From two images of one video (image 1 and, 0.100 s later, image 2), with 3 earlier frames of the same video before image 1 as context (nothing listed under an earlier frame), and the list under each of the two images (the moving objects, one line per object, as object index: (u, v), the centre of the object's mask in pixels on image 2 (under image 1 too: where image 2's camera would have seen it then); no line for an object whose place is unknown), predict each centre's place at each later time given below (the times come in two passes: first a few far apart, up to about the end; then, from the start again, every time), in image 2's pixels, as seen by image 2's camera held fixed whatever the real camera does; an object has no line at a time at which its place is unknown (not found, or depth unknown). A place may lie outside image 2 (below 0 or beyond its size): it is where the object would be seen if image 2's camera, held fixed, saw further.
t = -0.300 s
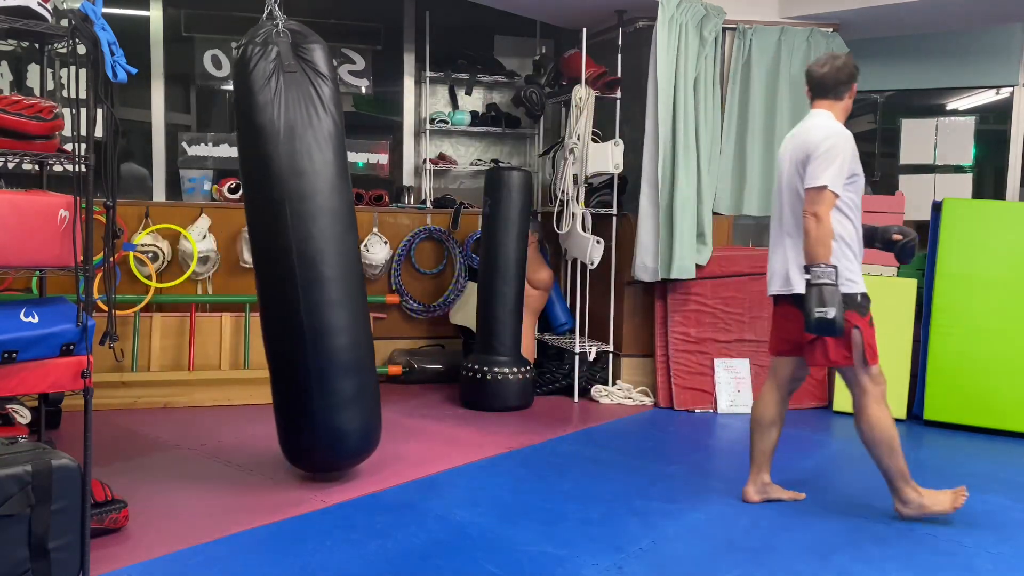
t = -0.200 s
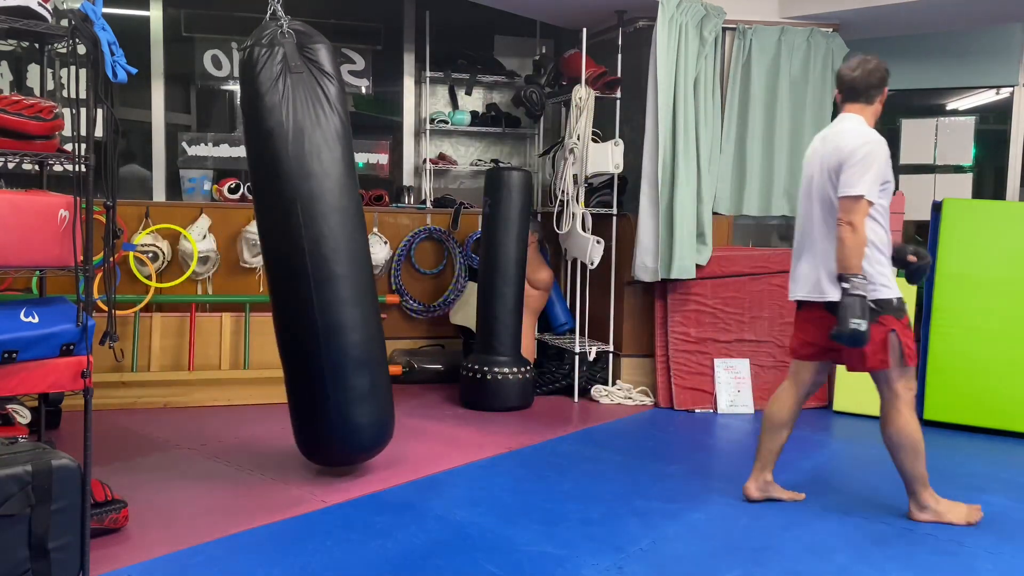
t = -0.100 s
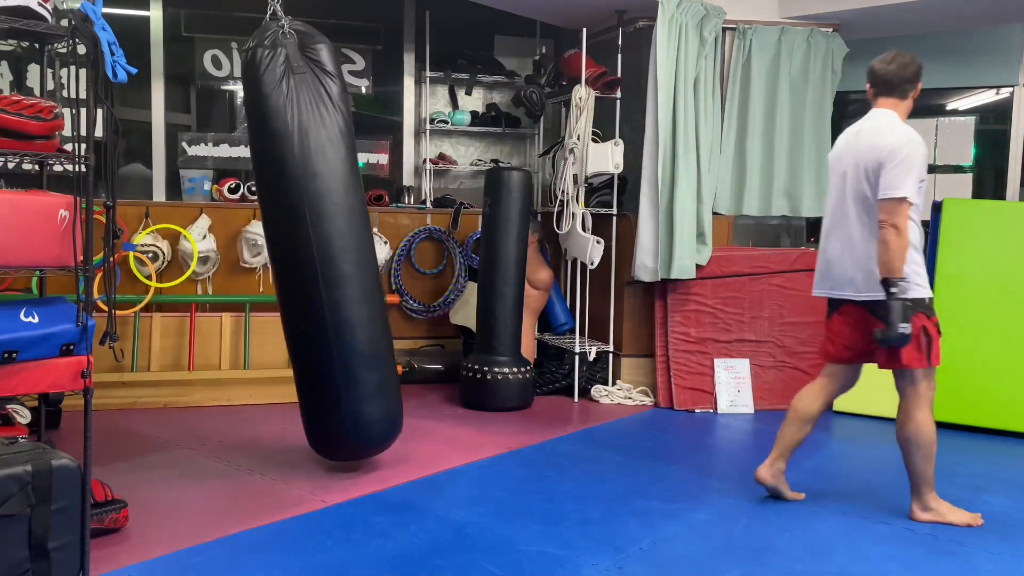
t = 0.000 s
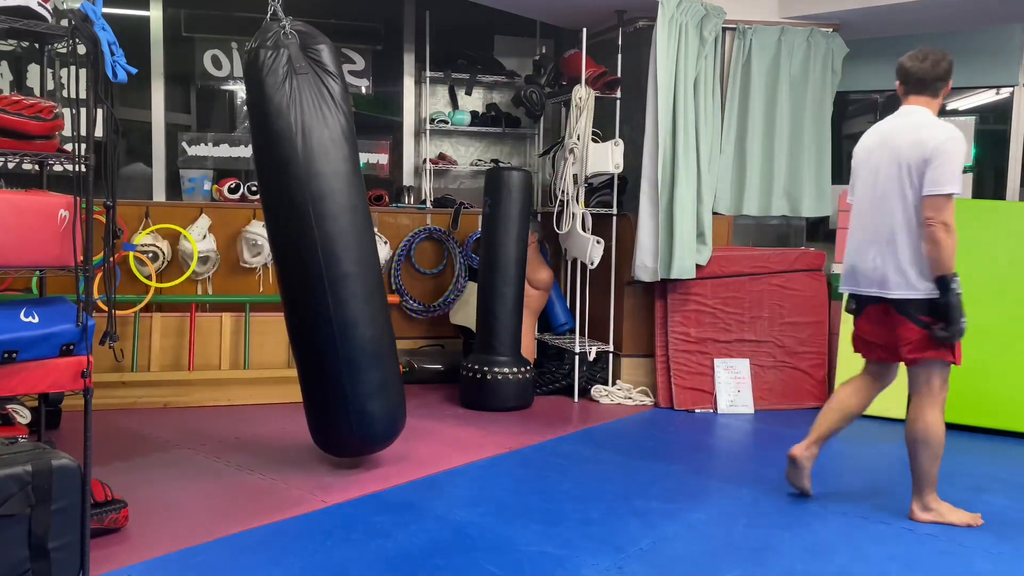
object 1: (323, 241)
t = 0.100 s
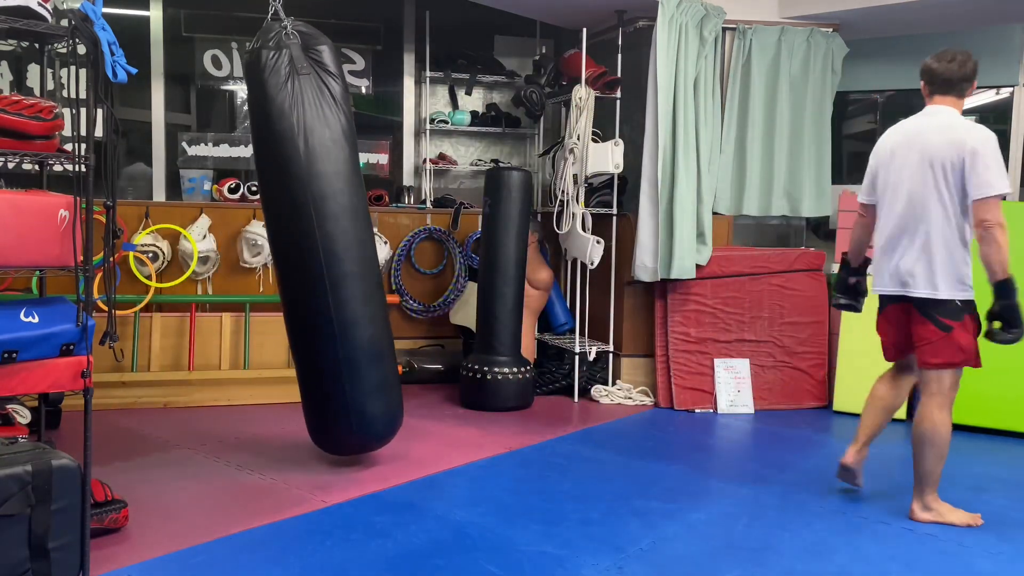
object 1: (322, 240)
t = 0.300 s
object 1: (310, 242)
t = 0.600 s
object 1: (273, 251)
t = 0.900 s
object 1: (229, 255)
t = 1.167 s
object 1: (204, 258)
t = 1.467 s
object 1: (210, 260)
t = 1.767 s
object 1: (249, 260)
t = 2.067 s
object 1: (295, 254)
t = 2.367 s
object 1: (319, 242)
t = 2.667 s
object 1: (314, 239)
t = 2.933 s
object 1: (288, 244)
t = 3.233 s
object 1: (244, 252)
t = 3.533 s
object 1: (209, 255)
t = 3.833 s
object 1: (204, 258)
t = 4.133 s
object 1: (234, 260)
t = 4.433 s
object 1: (280, 256)
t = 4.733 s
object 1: (313, 245)
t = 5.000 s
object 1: (318, 239)
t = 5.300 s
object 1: (298, 242)
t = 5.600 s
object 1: (258, 250)
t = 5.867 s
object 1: (222, 255)
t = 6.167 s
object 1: (203, 258)
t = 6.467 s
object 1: (220, 261)
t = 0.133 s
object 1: (321, 240)
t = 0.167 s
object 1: (320, 240)
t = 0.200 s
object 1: (318, 241)
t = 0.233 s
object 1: (316, 241)
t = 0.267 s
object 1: (313, 242)
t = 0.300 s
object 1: (310, 242)
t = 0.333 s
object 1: (307, 243)
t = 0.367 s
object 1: (304, 244)
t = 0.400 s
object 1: (300, 245)
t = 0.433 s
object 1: (297, 246)
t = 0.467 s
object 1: (292, 247)
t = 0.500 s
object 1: (288, 248)
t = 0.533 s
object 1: (283, 248)
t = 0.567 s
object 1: (278, 250)
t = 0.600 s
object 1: (273, 251)
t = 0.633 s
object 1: (268, 251)
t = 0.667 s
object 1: (263, 252)
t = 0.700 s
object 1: (258, 252)
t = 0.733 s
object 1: (253, 253)
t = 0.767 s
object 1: (248, 254)
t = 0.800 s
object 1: (243, 254)
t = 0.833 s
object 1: (238, 255)
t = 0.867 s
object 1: (233, 255)
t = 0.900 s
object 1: (229, 255)
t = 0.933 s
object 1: (224, 256)
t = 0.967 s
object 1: (220, 256)
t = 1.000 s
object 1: (217, 256)
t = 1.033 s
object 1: (214, 257)
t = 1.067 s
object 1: (211, 257)
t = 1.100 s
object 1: (208, 257)
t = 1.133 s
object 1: (206, 258)
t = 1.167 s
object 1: (204, 258)
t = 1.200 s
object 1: (203, 258)
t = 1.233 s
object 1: (202, 258)
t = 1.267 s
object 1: (202, 258)
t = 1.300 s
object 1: (202, 259)
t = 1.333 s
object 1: (203, 259)
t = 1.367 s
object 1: (204, 259)
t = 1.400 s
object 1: (206, 260)
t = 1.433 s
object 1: (208, 260)
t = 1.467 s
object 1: (210, 260)
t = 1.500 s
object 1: (213, 260)
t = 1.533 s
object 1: (217, 260)
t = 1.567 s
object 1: (220, 261)
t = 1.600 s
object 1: (224, 261)
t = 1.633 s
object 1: (229, 261)
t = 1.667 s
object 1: (234, 261)
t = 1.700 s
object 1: (239, 261)
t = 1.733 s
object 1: (244, 260)
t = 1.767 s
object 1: (249, 260)
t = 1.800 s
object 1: (254, 260)
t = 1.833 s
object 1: (259, 260)
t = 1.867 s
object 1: (265, 259)
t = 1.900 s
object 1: (270, 259)
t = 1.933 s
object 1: (275, 258)
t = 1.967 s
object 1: (281, 257)
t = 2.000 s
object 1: (285, 256)
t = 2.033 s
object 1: (290, 255)
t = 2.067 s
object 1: (295, 254)
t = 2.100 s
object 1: (298, 252)
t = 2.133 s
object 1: (302, 251)
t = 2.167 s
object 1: (305, 249)
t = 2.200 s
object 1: (308, 248)
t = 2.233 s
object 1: (311, 246)
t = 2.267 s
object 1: (314, 245)
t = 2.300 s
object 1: (316, 244)
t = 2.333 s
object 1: (318, 242)
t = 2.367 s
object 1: (319, 242)
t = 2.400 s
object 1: (320, 241)
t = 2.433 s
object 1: (320, 240)
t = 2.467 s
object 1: (320, 239)
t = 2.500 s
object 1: (320, 239)
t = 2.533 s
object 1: (319, 239)
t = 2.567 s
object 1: (319, 238)
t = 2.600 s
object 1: (317, 238)
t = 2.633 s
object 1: (316, 239)
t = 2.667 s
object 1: (314, 239)
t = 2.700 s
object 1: (312, 239)
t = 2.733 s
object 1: (309, 240)
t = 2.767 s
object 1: (306, 241)
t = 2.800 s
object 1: (303, 241)
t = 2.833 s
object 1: (299, 241)
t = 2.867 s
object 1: (296, 242)
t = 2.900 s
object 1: (292, 243)
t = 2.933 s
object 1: (288, 244)
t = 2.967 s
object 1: (284, 245)
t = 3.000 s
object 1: (279, 246)
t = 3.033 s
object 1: (274, 248)
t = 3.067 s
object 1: (269, 249)
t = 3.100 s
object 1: (264, 250)
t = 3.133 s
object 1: (259, 250)
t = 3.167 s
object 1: (254, 251)
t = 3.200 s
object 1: (249, 251)
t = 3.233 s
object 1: (244, 252)
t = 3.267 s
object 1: (240, 253)
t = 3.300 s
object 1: (235, 253)
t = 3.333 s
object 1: (230, 254)
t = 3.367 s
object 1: (226, 254)
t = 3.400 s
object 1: (222, 254)
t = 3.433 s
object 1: (218, 254)
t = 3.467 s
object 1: (215, 254)
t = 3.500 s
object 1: (212, 254)
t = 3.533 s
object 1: (209, 255)
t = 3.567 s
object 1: (206, 256)
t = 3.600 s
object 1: (205, 256)
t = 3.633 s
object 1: (203, 256)
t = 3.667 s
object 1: (202, 256)
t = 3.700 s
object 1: (201, 257)
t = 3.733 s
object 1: (201, 257)
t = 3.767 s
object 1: (201, 258)
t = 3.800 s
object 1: (202, 258)
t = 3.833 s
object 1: (204, 258)
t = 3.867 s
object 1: (205, 258)
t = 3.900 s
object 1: (208, 259)
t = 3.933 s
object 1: (210, 259)
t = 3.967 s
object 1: (214, 260)
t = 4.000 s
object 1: (217, 260)
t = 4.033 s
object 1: (221, 260)
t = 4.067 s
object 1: (225, 260)
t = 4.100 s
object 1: (230, 260)
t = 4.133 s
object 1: (234, 260)
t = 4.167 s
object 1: (239, 260)
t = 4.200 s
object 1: (244, 260)
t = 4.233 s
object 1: (250, 260)
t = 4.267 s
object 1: (255, 259)
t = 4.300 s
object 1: (260, 260)
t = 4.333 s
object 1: (265, 259)
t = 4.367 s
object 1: (270, 259)
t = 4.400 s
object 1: (275, 258)
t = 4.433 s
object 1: (280, 256)
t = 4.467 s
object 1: (285, 255)
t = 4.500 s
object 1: (290, 254)
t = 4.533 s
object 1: (294, 253)
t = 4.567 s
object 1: (298, 251)
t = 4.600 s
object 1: (302, 250)
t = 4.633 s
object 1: (305, 249)
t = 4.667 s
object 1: (308, 247)
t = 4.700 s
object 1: (310, 246)
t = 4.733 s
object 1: (313, 245)
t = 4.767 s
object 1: (315, 244)
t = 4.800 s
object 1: (316, 243)
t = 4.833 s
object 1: (318, 242)
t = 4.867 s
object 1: (318, 241)
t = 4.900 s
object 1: (319, 240)
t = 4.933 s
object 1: (319, 239)
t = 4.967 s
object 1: (319, 239)
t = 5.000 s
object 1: (318, 239)
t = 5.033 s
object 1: (317, 239)
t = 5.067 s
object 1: (316, 239)
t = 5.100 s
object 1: (314, 239)
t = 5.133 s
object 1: (312, 239)
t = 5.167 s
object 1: (310, 240)
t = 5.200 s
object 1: (307, 240)
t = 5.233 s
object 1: (305, 241)
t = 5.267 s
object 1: (302, 241)
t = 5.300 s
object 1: (298, 242)
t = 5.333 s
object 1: (295, 243)
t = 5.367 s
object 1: (291, 244)
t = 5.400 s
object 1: (287, 245)
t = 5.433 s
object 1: (282, 246)
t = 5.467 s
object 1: (278, 247)
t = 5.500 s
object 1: (273, 248)
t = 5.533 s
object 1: (268, 249)
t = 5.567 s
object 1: (263, 250)
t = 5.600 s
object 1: (258, 250)
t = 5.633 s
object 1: (254, 251)
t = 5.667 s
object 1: (249, 251)
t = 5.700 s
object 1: (244, 252)
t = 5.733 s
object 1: (239, 254)
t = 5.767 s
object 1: (235, 253)
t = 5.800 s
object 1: (230, 254)
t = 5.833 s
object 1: (226, 254)
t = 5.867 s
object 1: (222, 255)
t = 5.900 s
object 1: (218, 255)
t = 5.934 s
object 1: (215, 255)
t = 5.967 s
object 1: (212, 256)
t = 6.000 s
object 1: (210, 256)
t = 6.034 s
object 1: (208, 257)
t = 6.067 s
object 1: (206, 257)
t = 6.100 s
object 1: (204, 257)
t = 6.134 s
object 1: (204, 258)
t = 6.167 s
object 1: (203, 258)
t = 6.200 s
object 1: (203, 258)
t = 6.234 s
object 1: (203, 259)
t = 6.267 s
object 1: (205, 259)
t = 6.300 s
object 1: (206, 260)
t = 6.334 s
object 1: (208, 260)
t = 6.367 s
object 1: (211, 260)
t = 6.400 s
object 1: (213, 261)
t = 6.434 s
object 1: (216, 261)
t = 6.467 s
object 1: (220, 261)
